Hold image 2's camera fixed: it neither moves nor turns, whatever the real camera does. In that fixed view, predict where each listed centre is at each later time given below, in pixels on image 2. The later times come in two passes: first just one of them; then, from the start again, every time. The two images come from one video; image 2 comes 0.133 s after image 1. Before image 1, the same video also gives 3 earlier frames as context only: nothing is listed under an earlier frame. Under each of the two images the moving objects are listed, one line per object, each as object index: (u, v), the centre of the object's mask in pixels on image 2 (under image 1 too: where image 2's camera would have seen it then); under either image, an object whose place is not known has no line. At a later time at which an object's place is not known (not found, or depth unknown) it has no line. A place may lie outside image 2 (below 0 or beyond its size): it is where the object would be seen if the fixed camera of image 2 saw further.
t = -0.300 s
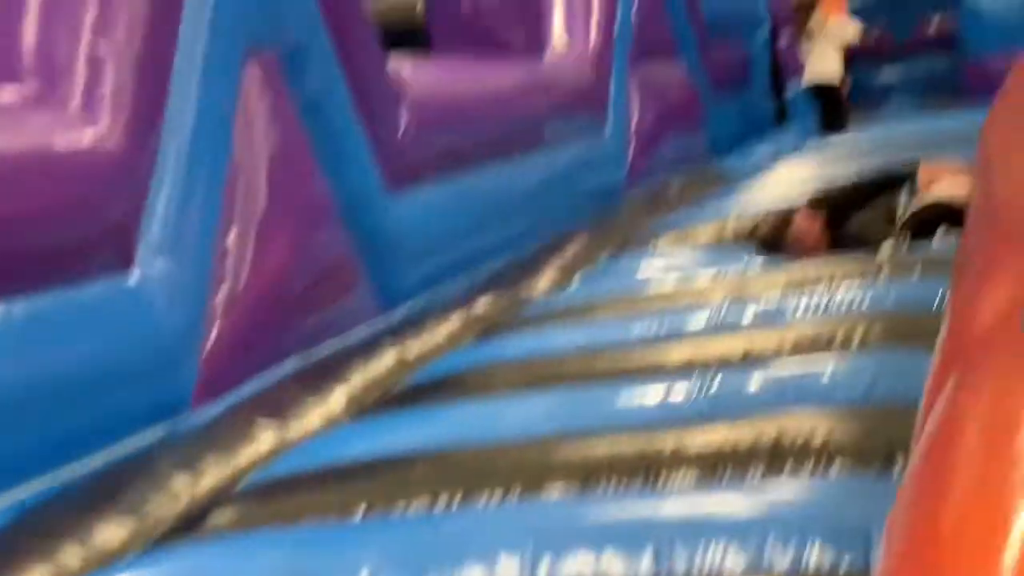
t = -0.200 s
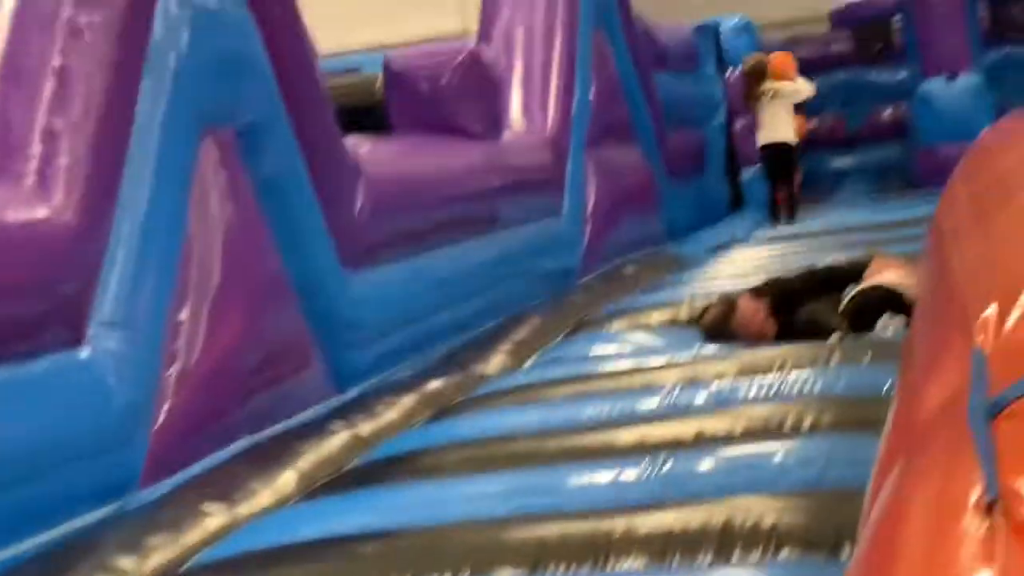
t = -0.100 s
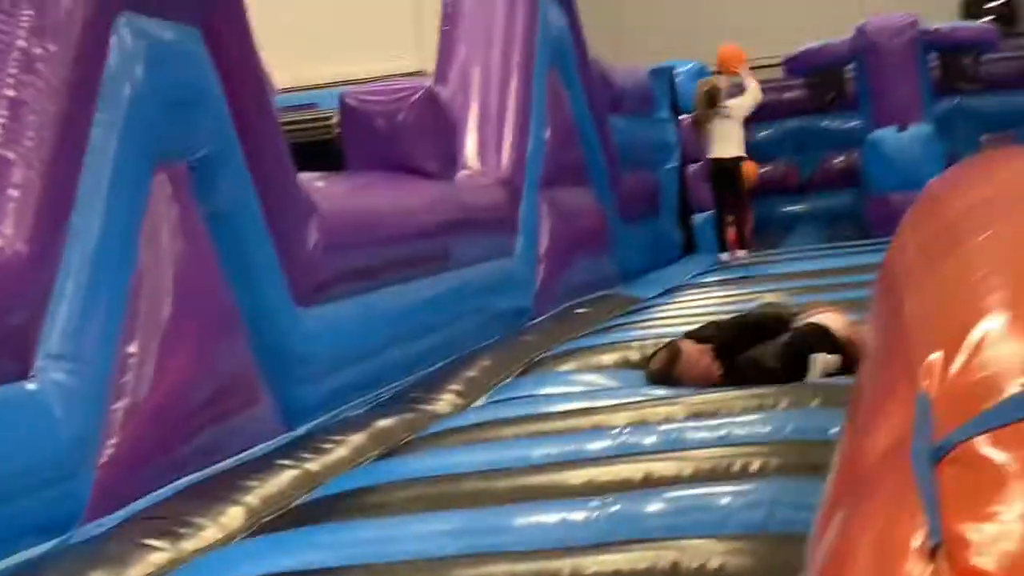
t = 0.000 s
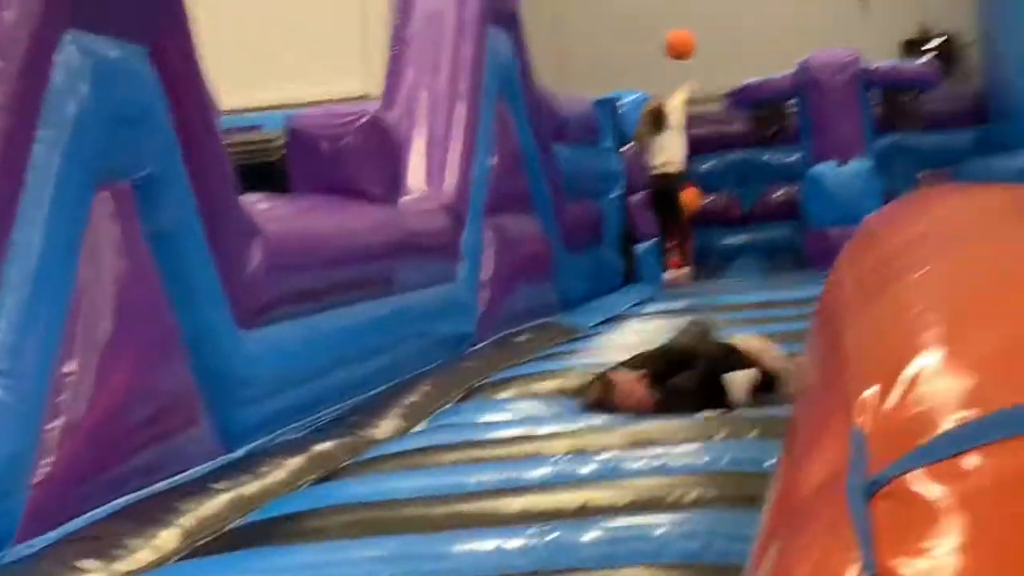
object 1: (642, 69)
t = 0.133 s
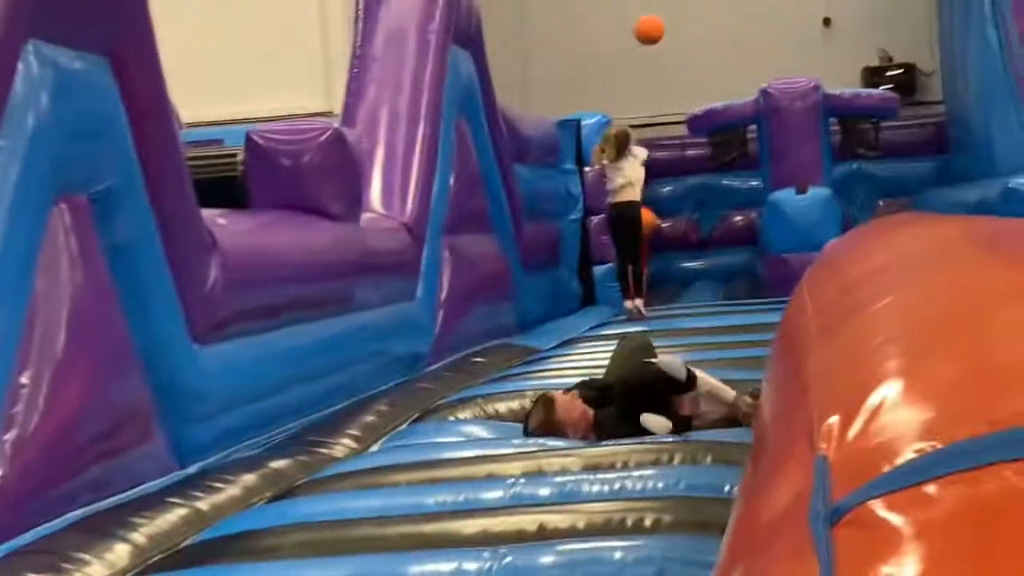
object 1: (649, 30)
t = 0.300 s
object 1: (660, 17)
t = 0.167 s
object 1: (651, 24)
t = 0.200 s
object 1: (653, 20)
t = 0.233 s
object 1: (655, 18)
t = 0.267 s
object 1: (658, 17)
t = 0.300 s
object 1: (660, 17)
